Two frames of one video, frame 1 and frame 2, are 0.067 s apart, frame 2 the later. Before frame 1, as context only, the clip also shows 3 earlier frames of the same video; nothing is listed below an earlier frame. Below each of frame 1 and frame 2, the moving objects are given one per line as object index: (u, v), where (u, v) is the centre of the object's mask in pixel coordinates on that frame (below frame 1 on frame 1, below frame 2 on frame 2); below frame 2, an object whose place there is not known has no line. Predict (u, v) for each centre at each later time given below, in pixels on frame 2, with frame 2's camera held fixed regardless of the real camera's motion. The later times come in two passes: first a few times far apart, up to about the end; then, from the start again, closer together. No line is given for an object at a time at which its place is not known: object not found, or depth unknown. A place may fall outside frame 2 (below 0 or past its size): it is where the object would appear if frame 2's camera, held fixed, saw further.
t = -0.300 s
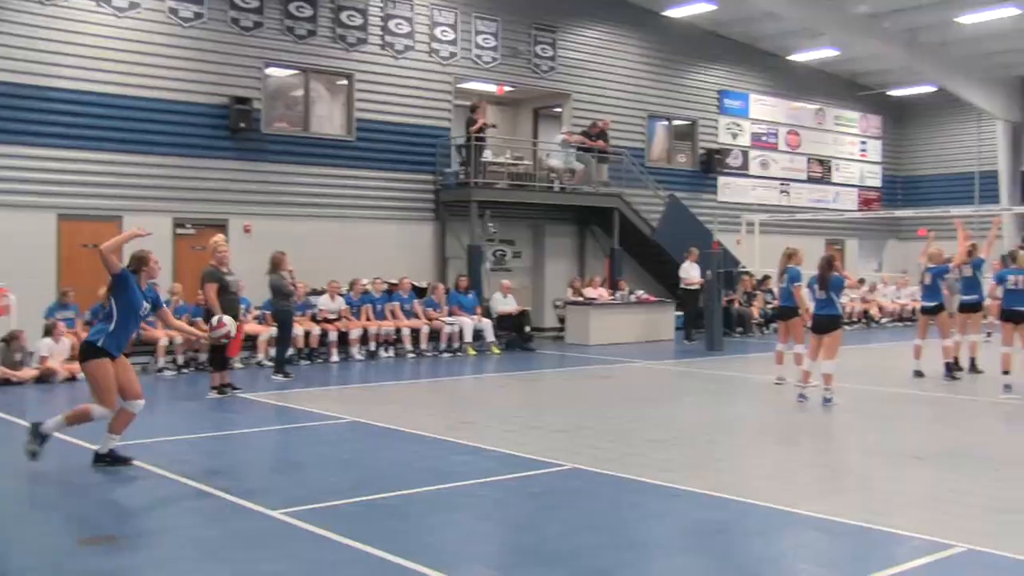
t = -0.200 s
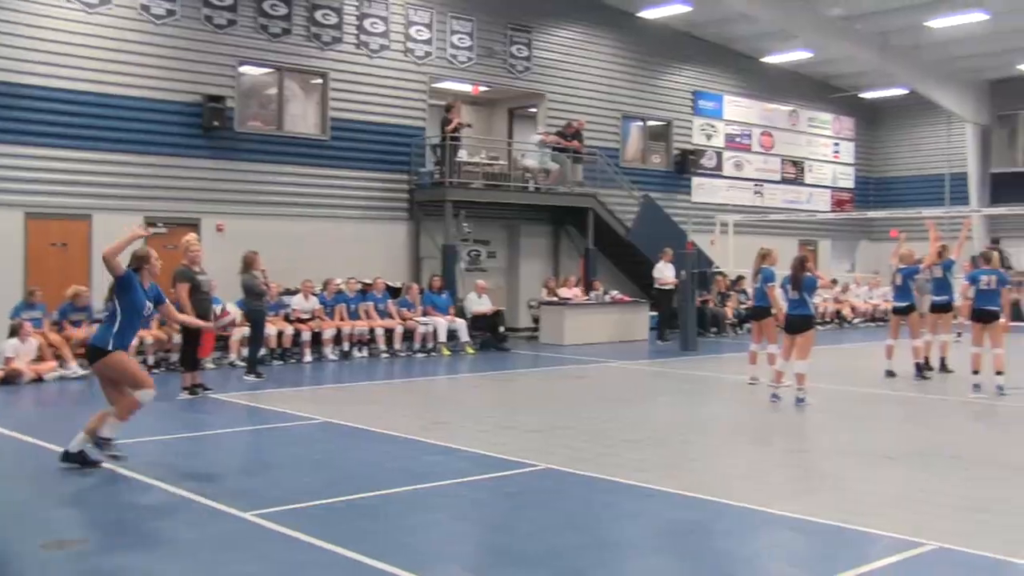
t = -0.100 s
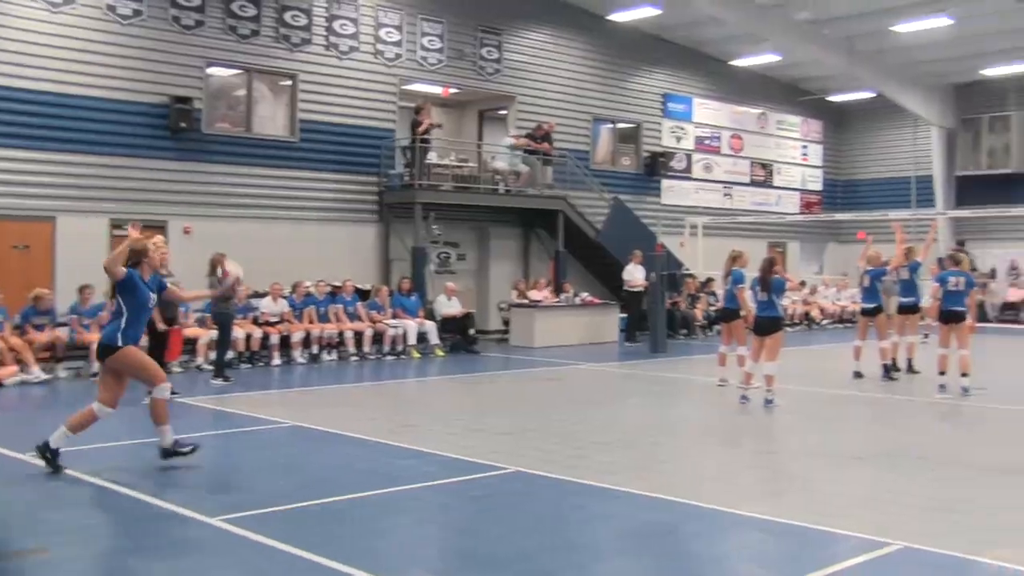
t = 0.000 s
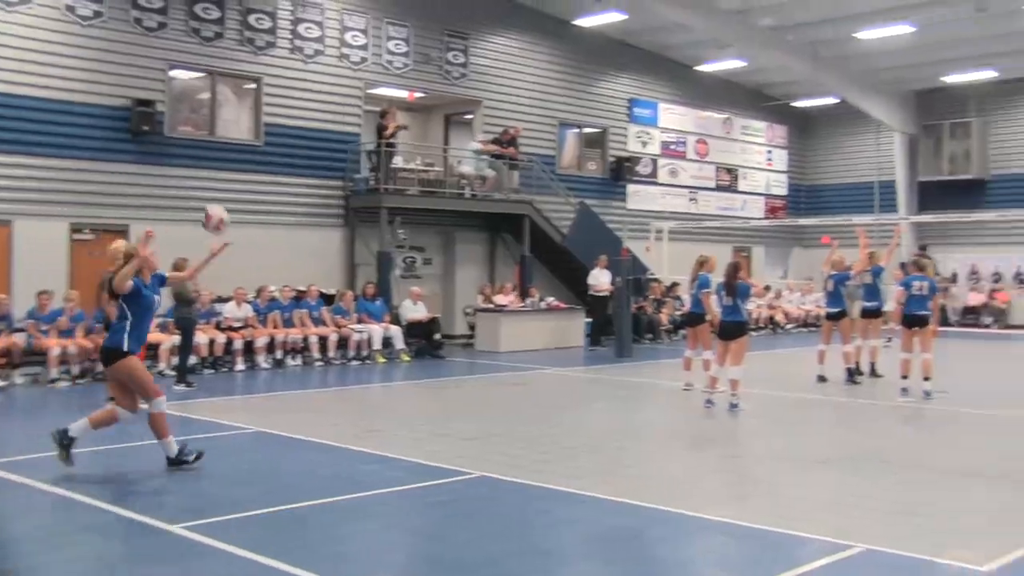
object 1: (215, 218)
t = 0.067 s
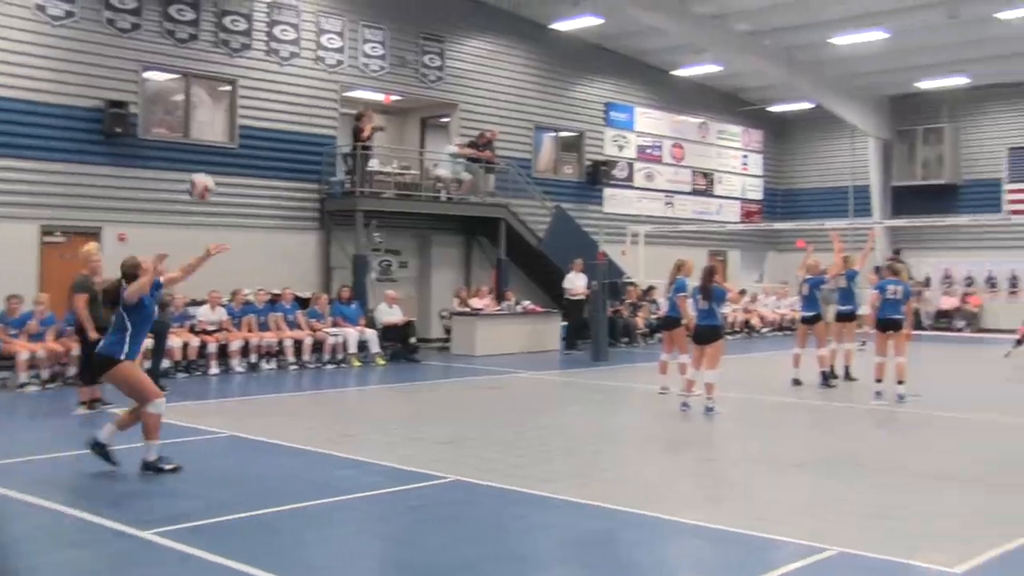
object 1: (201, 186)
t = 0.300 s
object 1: (243, 119)
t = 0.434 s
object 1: (269, 116)
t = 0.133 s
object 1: (214, 161)
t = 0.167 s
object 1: (221, 151)
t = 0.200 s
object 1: (228, 141)
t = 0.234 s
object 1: (233, 133)
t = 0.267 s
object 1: (239, 129)
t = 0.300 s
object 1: (243, 119)
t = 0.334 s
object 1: (252, 117)
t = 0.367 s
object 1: (253, 115)
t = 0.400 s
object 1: (263, 114)
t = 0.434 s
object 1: (269, 116)
